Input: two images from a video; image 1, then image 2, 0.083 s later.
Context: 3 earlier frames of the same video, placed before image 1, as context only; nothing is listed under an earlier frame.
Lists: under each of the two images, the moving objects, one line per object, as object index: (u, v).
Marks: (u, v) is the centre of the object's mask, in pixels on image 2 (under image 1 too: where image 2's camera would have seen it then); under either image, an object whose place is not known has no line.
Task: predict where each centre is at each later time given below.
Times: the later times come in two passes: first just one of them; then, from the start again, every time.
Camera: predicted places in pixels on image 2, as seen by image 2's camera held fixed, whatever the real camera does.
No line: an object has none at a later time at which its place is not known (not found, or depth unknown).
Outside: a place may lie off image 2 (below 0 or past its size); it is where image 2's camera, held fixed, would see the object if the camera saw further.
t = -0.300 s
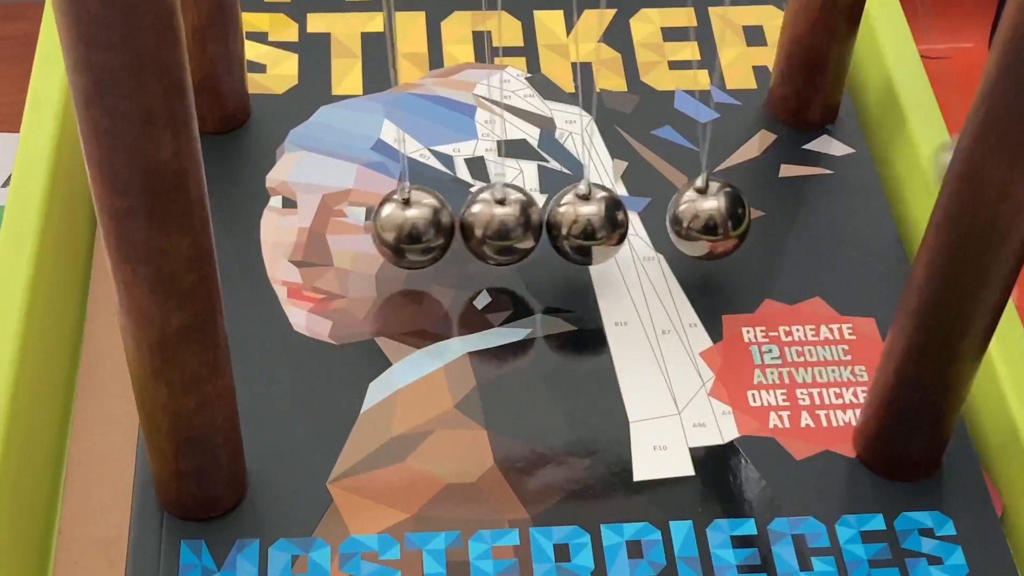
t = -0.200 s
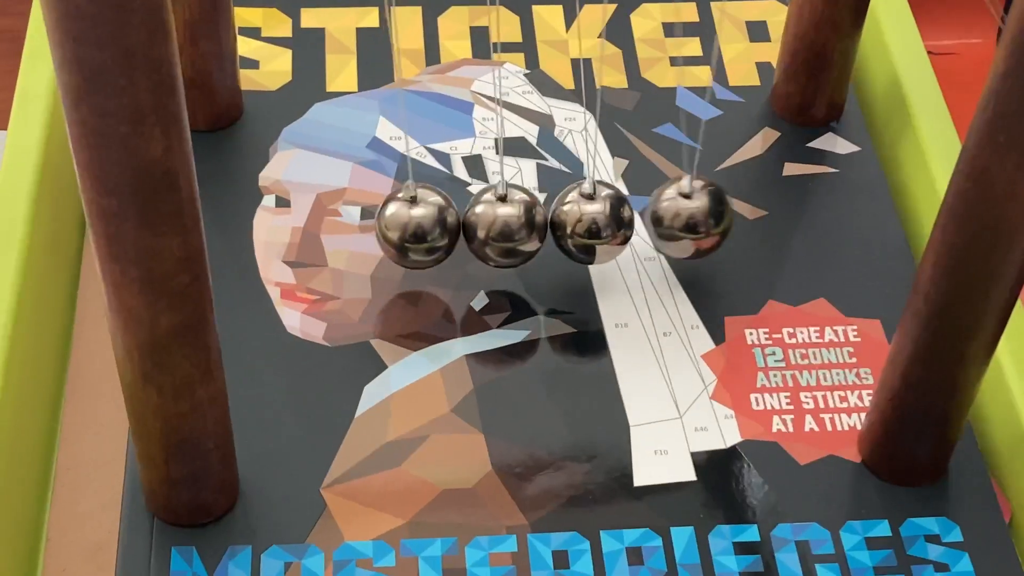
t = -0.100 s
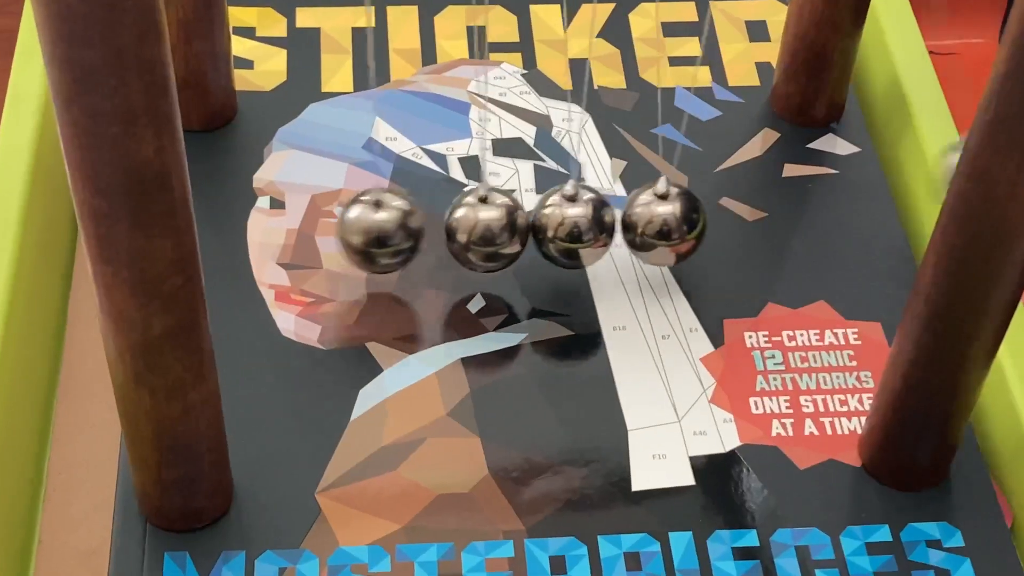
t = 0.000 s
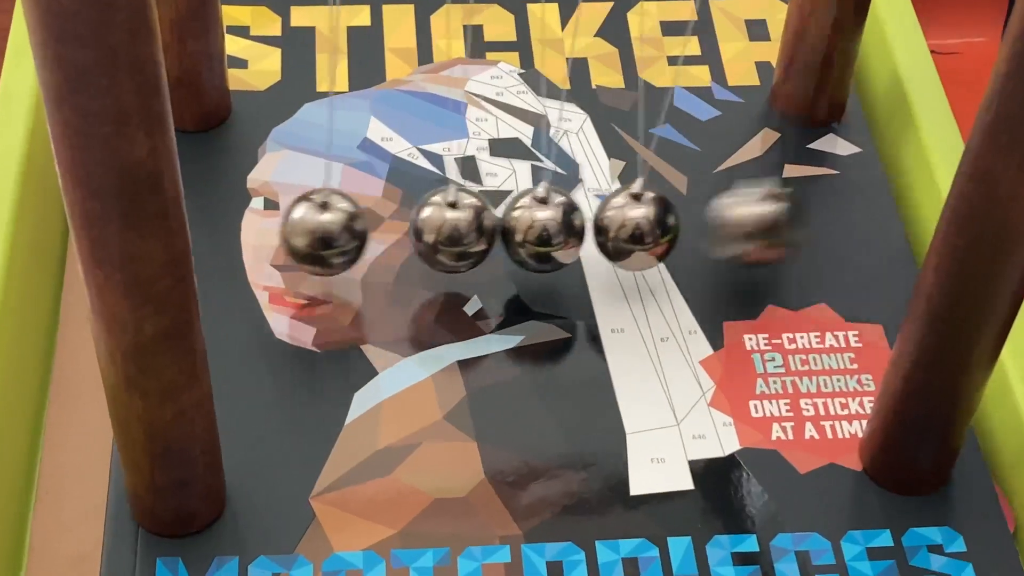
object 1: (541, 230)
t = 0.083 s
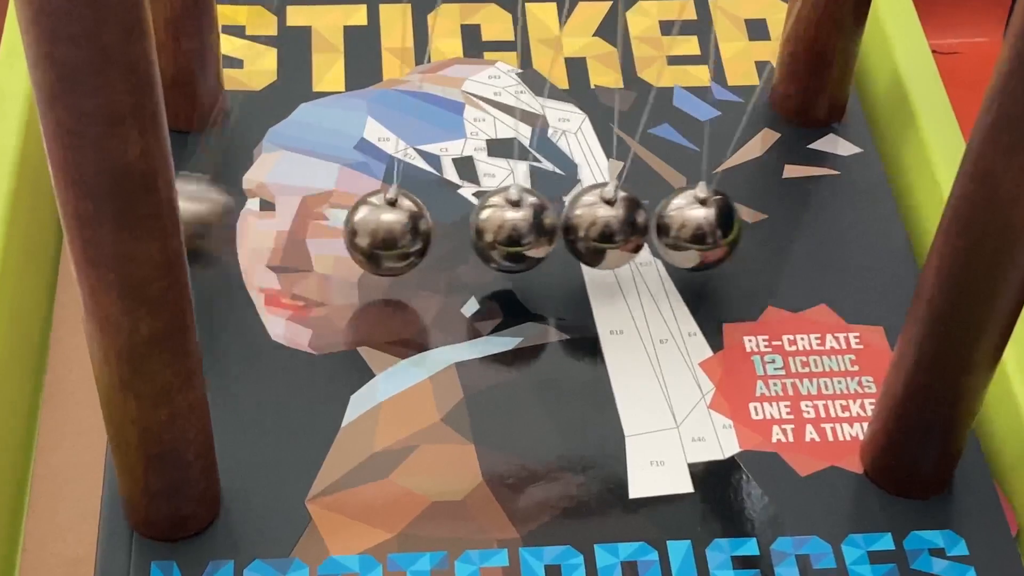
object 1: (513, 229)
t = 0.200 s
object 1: (494, 230)
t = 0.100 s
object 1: (510, 229)
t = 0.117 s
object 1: (505, 230)
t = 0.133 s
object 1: (501, 230)
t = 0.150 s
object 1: (499, 231)
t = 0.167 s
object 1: (496, 231)
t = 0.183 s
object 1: (495, 230)
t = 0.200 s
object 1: (494, 230)
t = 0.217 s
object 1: (494, 229)
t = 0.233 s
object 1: (500, 229)
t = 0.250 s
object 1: (502, 229)
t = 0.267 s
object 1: (503, 229)
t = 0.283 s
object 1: (505, 230)
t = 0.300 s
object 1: (507, 231)
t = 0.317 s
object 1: (510, 230)
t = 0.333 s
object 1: (515, 230)
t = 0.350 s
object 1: (520, 230)
